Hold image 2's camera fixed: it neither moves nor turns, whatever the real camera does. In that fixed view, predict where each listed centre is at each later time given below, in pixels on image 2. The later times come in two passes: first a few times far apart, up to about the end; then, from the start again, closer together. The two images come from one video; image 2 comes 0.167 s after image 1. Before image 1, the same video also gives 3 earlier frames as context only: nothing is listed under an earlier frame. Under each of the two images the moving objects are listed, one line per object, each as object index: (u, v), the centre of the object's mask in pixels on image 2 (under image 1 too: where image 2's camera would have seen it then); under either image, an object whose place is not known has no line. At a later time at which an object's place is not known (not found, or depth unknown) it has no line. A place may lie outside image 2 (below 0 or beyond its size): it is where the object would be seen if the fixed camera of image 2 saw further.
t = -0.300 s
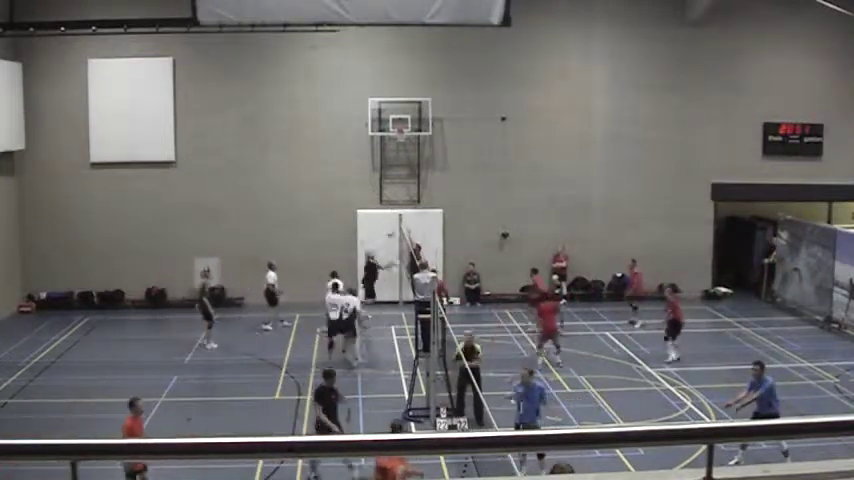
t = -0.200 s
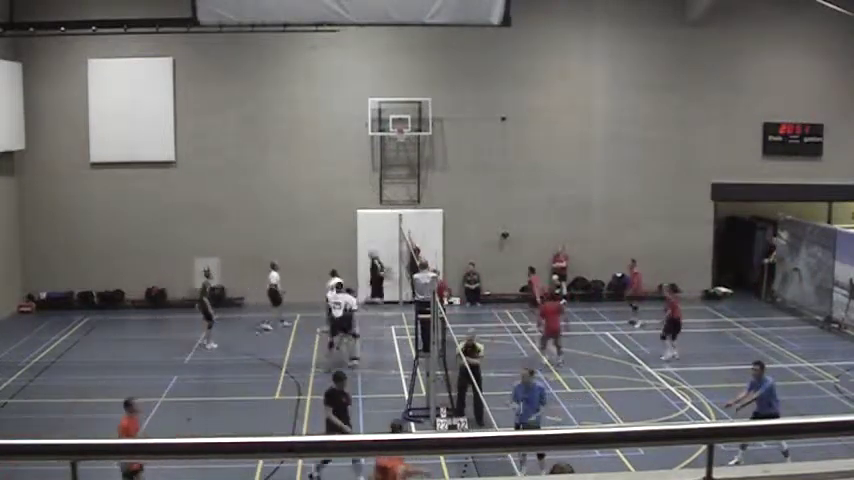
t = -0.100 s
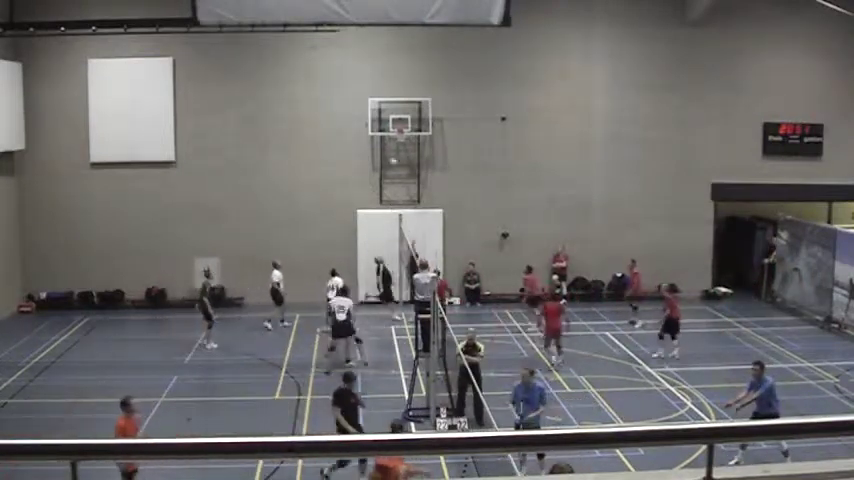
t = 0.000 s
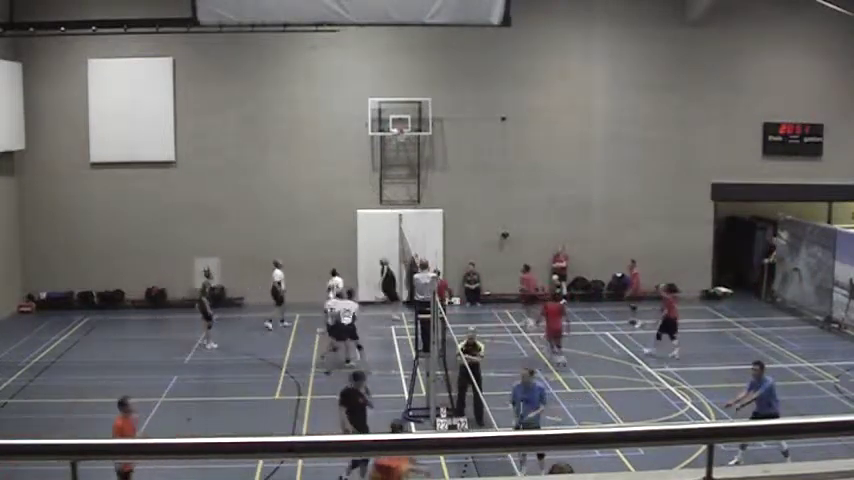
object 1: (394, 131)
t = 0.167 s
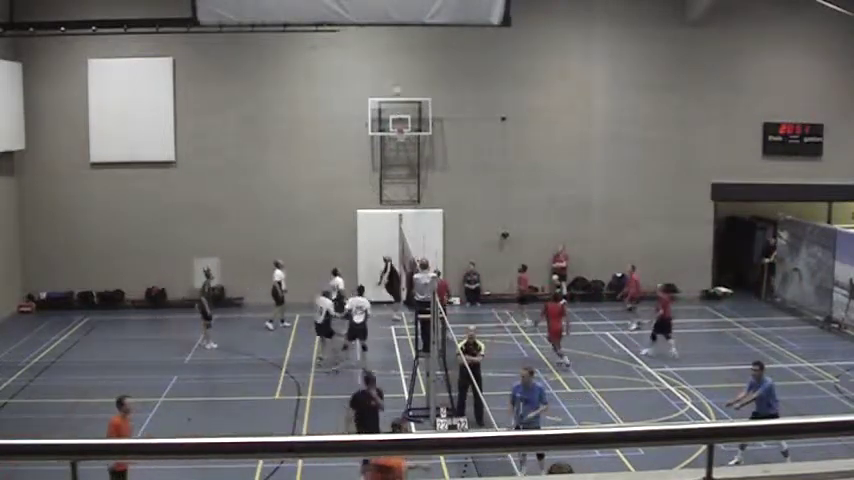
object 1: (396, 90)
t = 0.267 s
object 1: (396, 72)
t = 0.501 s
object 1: (400, 43)
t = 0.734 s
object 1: (403, 40)
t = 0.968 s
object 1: (406, 48)
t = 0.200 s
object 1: (395, 85)
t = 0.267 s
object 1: (396, 72)
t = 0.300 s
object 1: (397, 67)
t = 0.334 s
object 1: (396, 60)
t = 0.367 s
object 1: (396, 58)
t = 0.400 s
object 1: (399, 54)
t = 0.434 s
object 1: (400, 51)
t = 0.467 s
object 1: (399, 47)
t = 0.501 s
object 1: (400, 43)
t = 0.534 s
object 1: (401, 41)
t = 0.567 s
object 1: (401, 40)
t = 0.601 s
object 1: (401, 39)
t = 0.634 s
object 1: (401, 40)
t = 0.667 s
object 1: (403, 40)
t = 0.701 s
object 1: (403, 40)
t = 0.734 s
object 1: (403, 40)
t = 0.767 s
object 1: (403, 40)
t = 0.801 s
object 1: (403, 39)
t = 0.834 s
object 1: (403, 41)
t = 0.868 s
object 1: (404, 42)
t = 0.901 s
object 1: (405, 43)
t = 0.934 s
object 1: (406, 46)
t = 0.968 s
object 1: (406, 48)
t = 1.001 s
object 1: (406, 51)
